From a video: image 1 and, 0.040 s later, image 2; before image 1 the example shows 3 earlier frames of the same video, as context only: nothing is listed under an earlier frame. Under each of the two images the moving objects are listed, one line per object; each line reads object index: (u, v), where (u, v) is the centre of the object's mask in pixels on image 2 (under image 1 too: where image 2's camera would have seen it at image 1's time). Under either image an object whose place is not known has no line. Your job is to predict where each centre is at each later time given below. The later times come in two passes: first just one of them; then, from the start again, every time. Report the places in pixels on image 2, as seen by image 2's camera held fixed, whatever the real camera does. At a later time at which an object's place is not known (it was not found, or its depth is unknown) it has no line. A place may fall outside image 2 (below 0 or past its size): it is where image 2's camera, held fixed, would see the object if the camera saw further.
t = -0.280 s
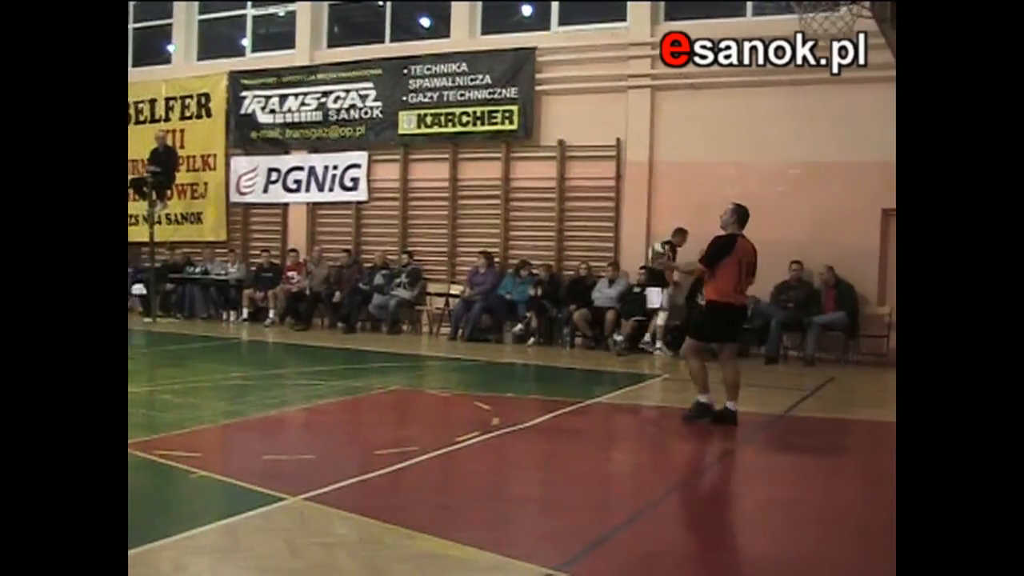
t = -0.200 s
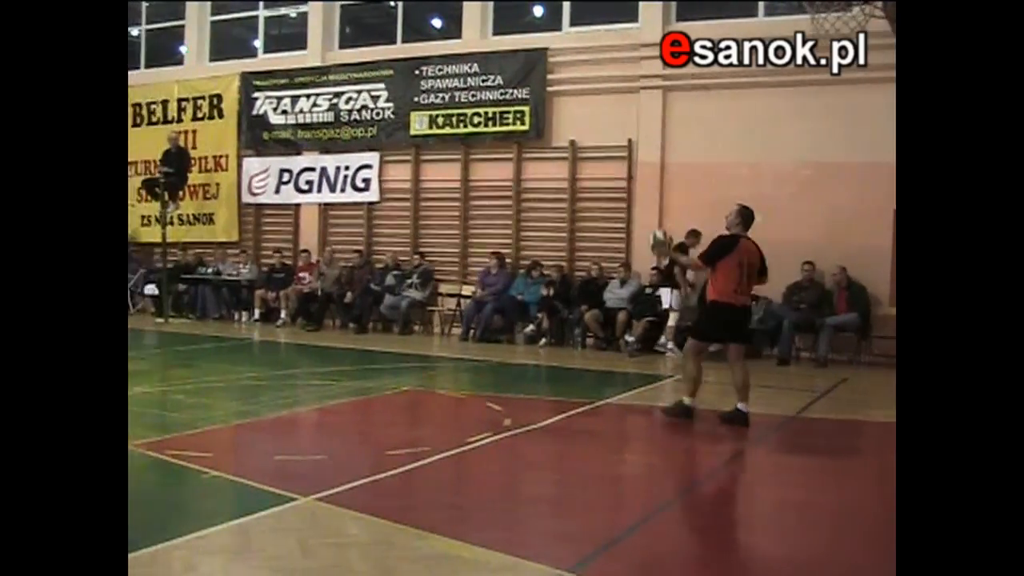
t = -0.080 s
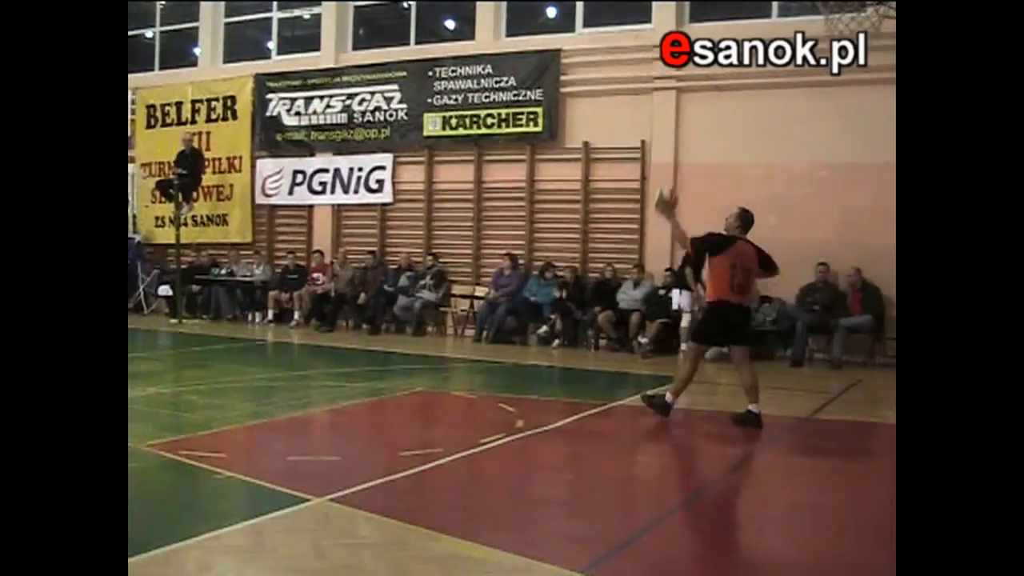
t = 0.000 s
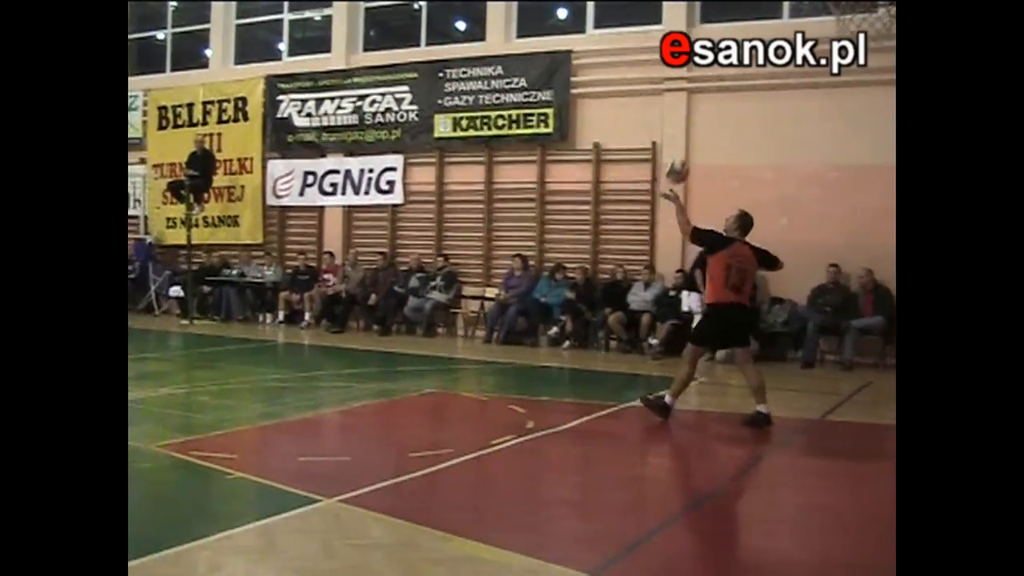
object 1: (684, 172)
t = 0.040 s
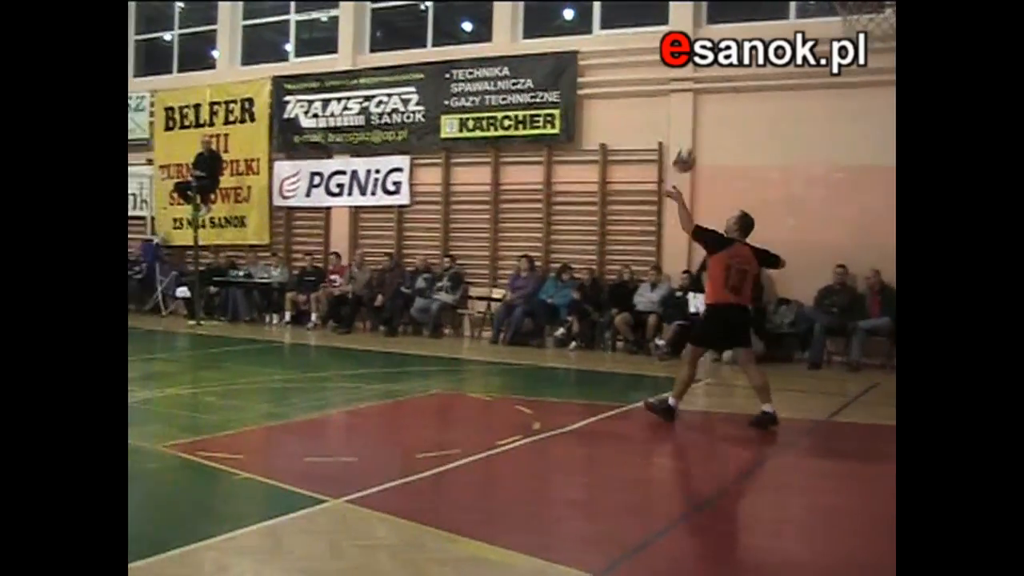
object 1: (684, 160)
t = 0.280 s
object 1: (681, 130)
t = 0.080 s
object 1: (684, 150)
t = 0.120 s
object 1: (683, 143)
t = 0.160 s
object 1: (683, 137)
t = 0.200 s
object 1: (682, 133)
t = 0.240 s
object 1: (682, 131)
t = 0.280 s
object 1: (681, 130)
